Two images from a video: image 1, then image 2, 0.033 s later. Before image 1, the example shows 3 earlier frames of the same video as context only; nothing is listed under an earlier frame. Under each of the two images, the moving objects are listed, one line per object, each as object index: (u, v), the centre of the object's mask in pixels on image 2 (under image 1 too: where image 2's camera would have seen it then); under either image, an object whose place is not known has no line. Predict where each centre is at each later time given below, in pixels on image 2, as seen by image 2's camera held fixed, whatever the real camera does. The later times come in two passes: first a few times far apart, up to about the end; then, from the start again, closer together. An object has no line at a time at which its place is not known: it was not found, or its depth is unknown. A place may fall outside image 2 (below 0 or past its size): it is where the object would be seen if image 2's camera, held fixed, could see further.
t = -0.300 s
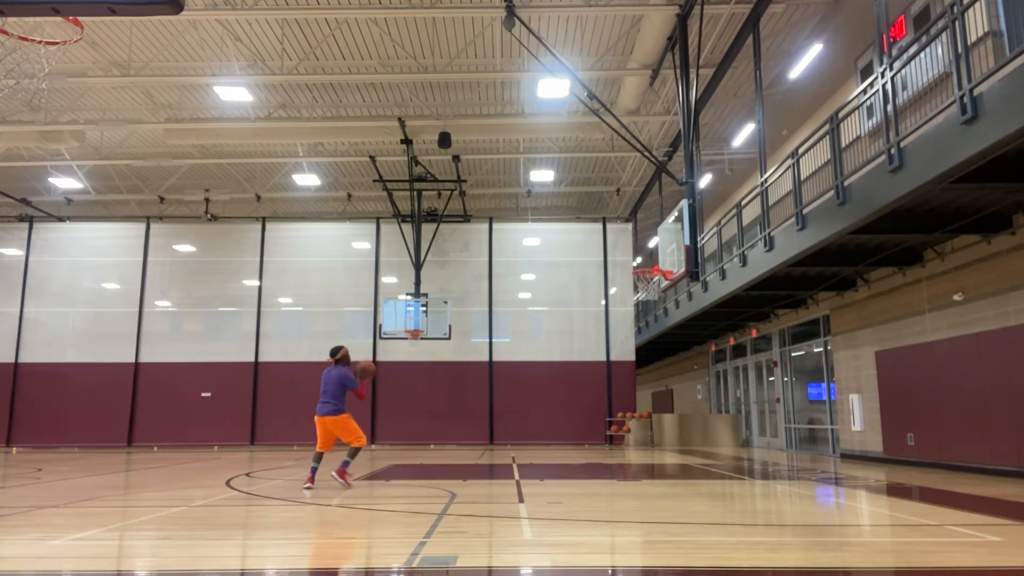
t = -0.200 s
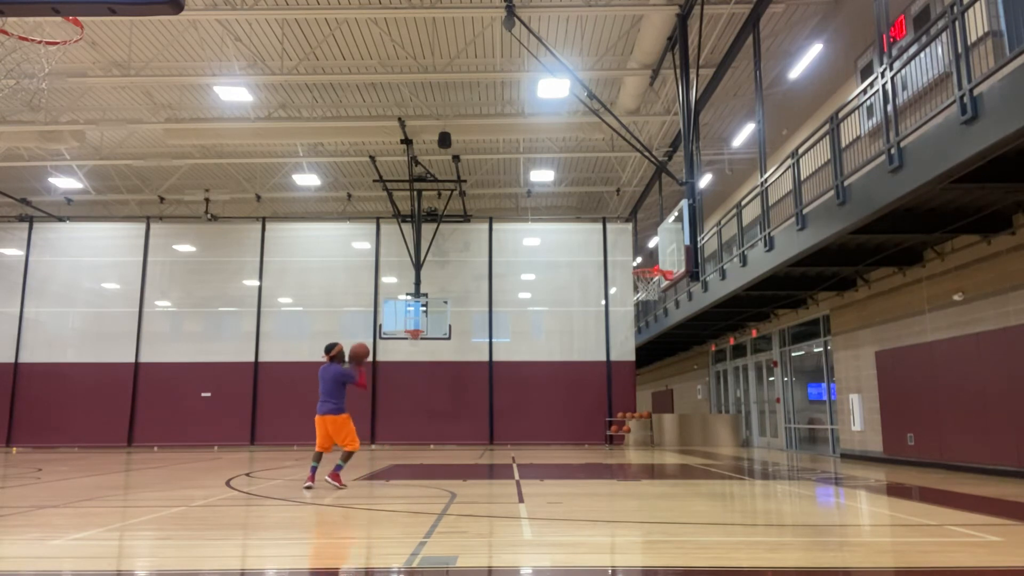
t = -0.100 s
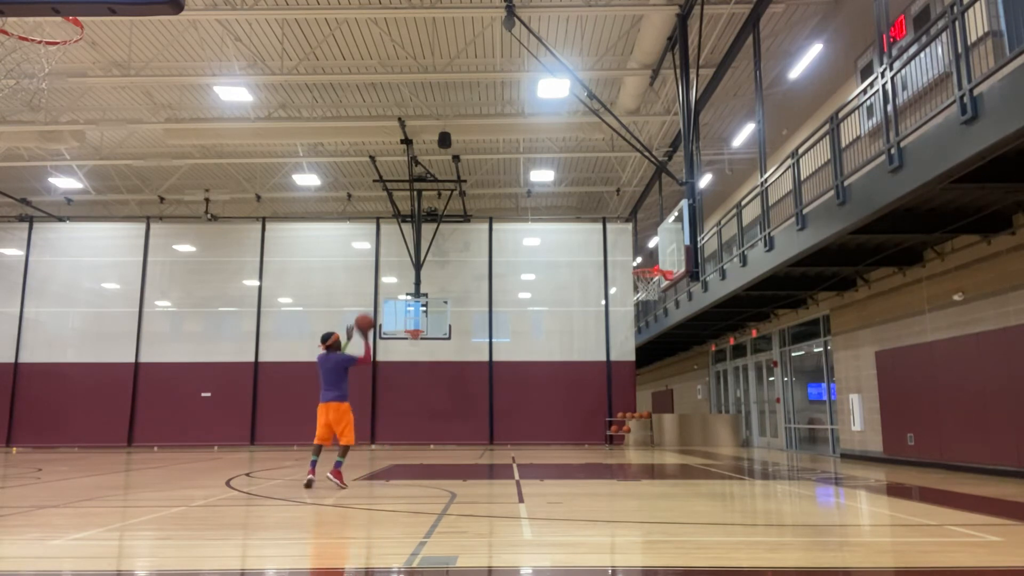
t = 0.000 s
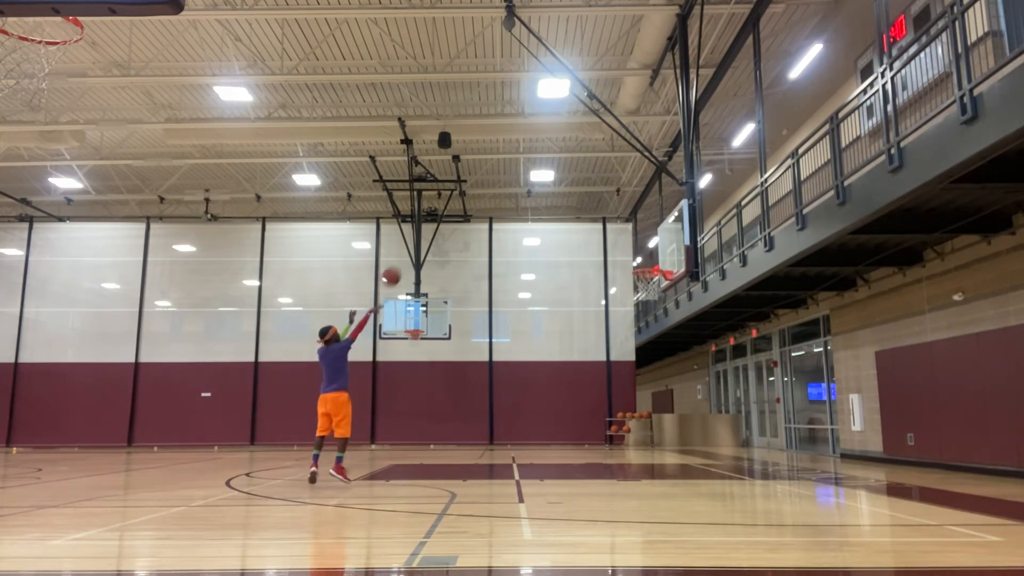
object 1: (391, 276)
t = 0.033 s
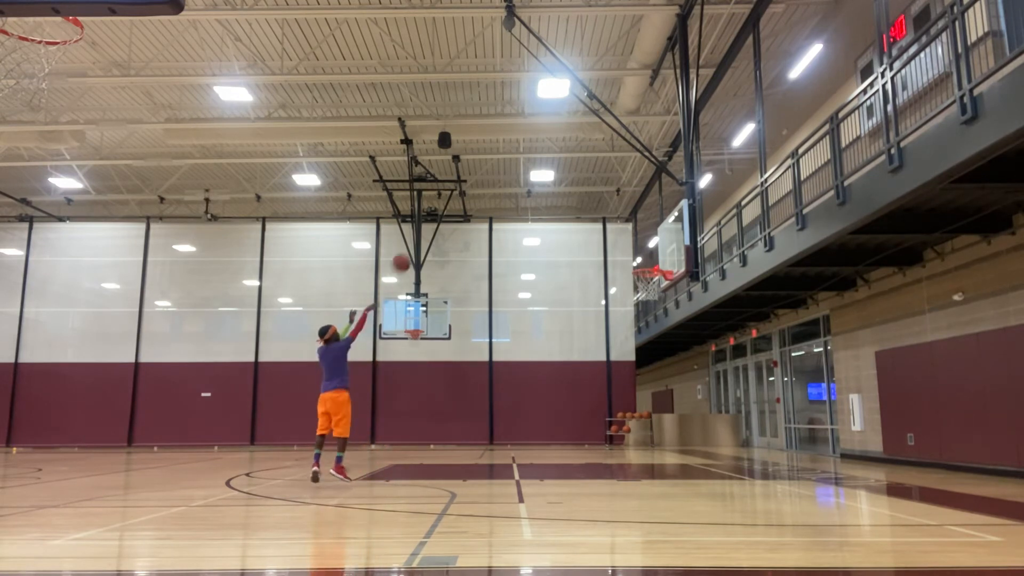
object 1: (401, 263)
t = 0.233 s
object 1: (458, 202)
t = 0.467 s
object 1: (516, 173)
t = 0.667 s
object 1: (560, 178)
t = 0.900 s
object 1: (605, 213)
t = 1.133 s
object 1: (645, 276)
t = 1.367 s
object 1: (673, 333)
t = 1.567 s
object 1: (695, 398)
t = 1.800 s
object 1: (708, 432)
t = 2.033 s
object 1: (701, 376)
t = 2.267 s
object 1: (695, 354)
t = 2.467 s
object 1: (692, 359)
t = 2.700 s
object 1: (689, 397)
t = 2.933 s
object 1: (688, 457)
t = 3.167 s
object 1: (685, 407)
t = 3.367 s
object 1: (683, 393)
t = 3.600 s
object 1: (684, 408)
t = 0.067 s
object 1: (411, 249)
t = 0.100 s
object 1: (421, 239)
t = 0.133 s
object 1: (431, 227)
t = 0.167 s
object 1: (439, 218)
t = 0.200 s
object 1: (449, 210)
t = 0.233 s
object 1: (458, 202)
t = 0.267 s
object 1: (466, 196)
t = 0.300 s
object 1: (475, 190)
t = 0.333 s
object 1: (484, 185)
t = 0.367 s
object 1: (492, 181)
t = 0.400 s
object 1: (500, 177)
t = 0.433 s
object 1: (507, 175)
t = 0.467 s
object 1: (516, 173)
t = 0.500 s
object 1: (522, 172)
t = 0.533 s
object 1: (529, 171)
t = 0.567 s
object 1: (537, 171)
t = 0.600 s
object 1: (545, 173)
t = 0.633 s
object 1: (552, 176)
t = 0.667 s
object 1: (560, 178)
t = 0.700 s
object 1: (566, 181)
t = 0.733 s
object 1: (572, 185)
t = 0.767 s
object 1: (579, 189)
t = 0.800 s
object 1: (587, 195)
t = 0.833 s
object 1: (593, 200)
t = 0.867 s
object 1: (599, 206)
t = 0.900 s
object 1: (605, 213)
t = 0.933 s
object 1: (612, 221)
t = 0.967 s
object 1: (618, 229)
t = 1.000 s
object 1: (624, 238)
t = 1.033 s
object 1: (630, 247)
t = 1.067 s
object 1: (637, 256)
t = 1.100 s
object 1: (644, 266)
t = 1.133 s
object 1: (645, 276)
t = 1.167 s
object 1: (653, 290)
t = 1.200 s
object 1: (657, 296)
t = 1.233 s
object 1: (660, 301)
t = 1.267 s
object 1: (663, 308)
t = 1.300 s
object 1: (667, 316)
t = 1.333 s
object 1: (671, 325)
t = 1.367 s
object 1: (673, 333)
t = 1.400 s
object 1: (677, 342)
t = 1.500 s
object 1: (687, 373)
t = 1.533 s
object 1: (691, 385)
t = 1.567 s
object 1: (695, 398)
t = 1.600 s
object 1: (698, 411)
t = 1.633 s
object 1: (702, 425)
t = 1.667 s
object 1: (706, 439)
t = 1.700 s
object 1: (709, 454)
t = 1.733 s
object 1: (710, 454)
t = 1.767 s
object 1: (709, 443)
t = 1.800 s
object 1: (708, 432)
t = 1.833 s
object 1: (707, 423)
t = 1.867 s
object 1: (706, 413)
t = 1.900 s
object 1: (705, 405)
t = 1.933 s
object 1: (704, 396)
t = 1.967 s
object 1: (703, 389)
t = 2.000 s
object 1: (702, 383)
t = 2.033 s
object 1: (701, 376)
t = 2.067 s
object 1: (700, 371)
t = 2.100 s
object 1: (699, 366)
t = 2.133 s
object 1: (698, 363)
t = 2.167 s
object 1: (697, 359)
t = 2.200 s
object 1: (697, 357)
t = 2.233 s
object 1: (696, 355)
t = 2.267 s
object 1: (695, 354)
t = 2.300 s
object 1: (695, 353)
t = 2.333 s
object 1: (694, 353)
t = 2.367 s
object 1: (694, 354)
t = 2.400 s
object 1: (693, 355)
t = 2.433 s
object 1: (693, 356)
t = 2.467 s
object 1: (692, 359)
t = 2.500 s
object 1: (691, 362)
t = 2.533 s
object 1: (691, 367)
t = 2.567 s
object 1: (690, 371)
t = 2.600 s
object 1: (690, 377)
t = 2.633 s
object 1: (690, 383)
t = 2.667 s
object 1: (689, 390)
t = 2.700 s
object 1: (689, 397)
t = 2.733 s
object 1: (689, 406)
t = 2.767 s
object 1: (689, 415)
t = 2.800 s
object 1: (688, 424)
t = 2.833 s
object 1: (688, 435)
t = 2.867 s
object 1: (688, 446)
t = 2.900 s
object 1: (688, 458)
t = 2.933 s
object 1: (688, 457)
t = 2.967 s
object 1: (687, 447)
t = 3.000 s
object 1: (686, 439)
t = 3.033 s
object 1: (686, 431)
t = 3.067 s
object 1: (686, 424)
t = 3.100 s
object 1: (686, 418)
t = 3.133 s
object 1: (686, 412)
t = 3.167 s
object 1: (685, 407)
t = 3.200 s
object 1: (685, 403)
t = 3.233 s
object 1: (684, 400)
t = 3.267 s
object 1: (684, 397)
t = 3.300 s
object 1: (684, 395)
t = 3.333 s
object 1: (684, 393)
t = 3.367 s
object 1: (683, 393)
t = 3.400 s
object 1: (684, 393)
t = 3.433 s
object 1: (684, 393)
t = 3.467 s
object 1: (683, 395)
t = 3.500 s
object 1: (683, 397)
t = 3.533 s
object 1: (684, 399)
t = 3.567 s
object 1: (684, 403)
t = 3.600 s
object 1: (684, 408)
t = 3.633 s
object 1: (684, 412)
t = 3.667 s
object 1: (684, 418)
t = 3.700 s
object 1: (684, 424)
